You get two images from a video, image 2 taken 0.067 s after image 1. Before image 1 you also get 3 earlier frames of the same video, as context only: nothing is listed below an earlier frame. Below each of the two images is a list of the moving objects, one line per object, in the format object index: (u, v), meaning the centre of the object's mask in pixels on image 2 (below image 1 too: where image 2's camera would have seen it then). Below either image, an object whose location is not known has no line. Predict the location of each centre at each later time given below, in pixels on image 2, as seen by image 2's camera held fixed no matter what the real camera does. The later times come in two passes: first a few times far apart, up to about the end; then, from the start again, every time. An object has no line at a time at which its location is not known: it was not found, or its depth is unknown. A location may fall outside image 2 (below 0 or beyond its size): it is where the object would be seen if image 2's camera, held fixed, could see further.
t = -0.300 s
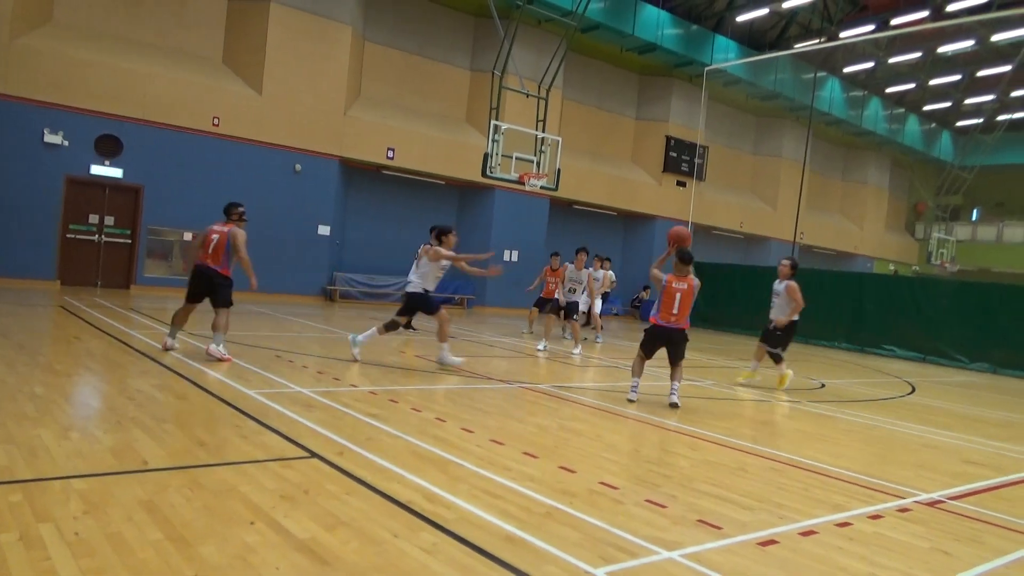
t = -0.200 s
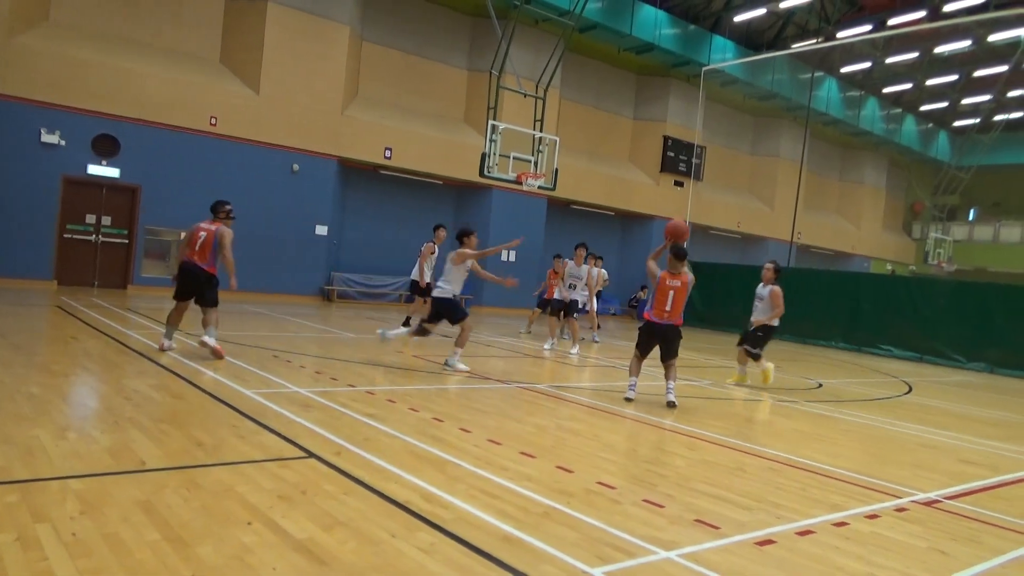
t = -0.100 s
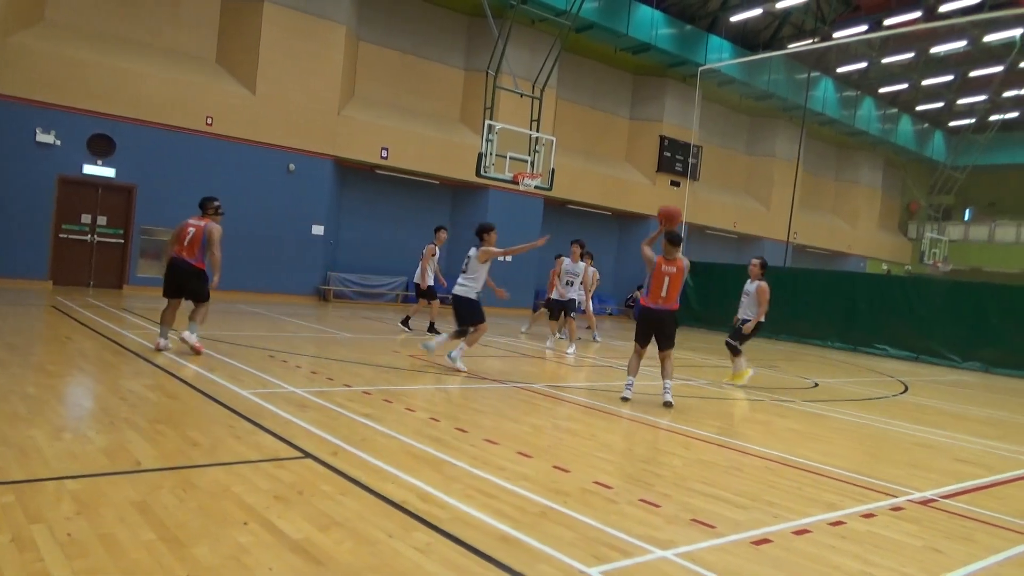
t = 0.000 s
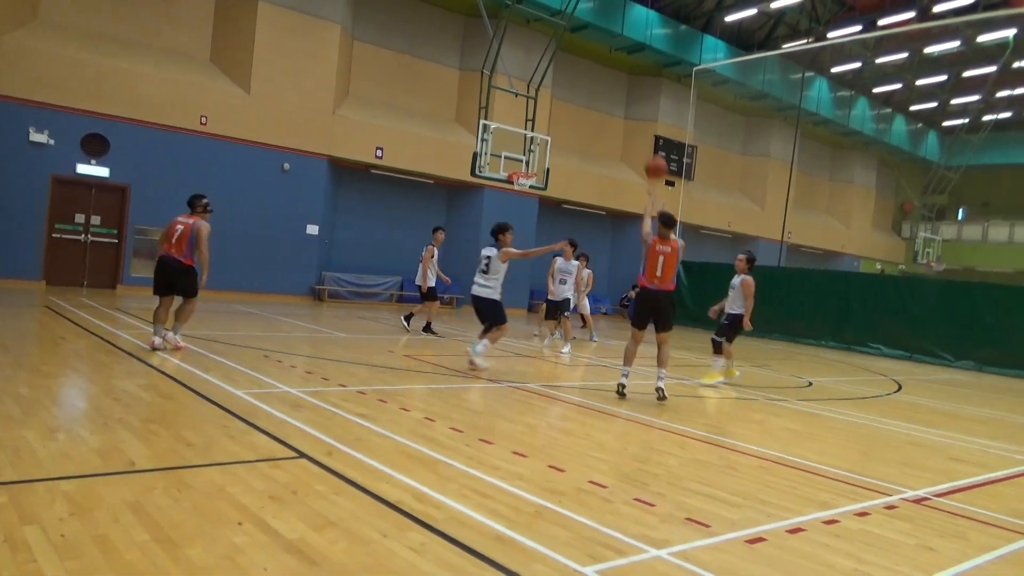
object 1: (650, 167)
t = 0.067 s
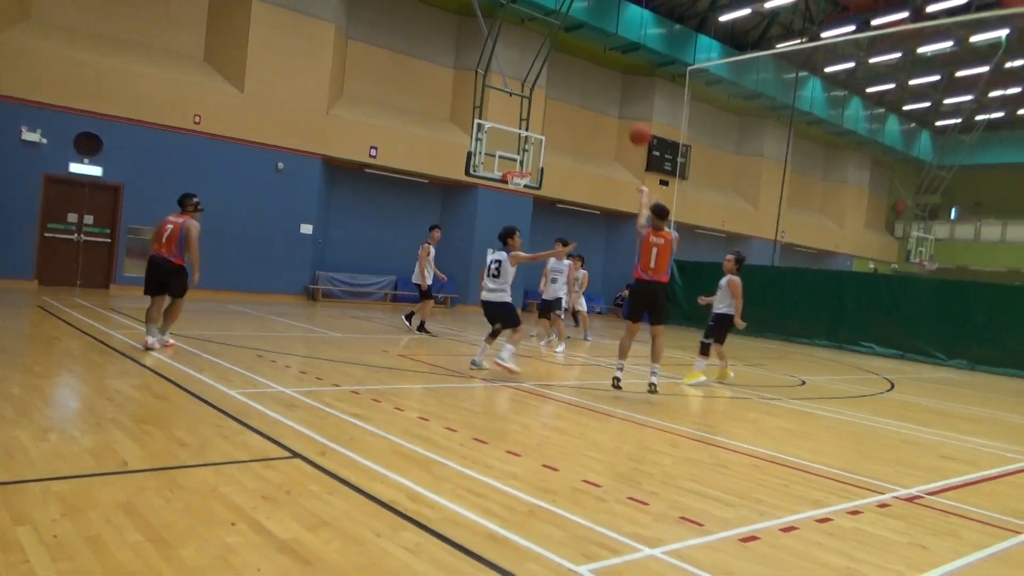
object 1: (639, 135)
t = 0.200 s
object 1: (622, 89)
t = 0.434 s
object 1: (592, 54)
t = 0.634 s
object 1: (570, 57)
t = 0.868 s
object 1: (546, 87)
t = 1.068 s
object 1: (528, 132)
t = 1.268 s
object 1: (512, 186)
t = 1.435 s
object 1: (512, 226)
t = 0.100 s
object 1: (635, 121)
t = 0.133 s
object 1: (631, 109)
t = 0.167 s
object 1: (626, 98)
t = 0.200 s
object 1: (622, 89)
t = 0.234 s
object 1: (617, 81)
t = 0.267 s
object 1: (613, 73)
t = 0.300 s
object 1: (608, 68)
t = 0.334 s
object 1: (605, 63)
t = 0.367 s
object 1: (601, 59)
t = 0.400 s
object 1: (596, 56)
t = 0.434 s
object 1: (592, 54)
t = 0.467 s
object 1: (588, 52)
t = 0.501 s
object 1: (584, 52)
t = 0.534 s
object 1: (580, 52)
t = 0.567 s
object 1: (577, 53)
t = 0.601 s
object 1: (574, 54)
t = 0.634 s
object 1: (570, 57)
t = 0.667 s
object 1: (566, 59)
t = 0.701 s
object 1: (563, 63)
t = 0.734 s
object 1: (559, 66)
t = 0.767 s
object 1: (556, 71)
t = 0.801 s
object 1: (553, 76)
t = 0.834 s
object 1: (549, 82)
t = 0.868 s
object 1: (546, 87)
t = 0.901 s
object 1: (543, 95)
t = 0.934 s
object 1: (540, 102)
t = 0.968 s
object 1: (537, 108)
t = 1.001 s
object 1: (534, 116)
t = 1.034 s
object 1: (531, 124)
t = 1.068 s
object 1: (528, 132)
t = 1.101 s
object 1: (525, 141)
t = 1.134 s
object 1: (522, 150)
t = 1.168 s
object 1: (519, 159)
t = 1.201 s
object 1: (516, 168)
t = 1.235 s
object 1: (506, 176)
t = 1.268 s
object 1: (512, 186)
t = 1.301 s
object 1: (512, 192)
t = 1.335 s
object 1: (512, 200)
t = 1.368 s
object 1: (513, 209)
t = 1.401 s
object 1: (513, 217)
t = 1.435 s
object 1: (512, 226)
